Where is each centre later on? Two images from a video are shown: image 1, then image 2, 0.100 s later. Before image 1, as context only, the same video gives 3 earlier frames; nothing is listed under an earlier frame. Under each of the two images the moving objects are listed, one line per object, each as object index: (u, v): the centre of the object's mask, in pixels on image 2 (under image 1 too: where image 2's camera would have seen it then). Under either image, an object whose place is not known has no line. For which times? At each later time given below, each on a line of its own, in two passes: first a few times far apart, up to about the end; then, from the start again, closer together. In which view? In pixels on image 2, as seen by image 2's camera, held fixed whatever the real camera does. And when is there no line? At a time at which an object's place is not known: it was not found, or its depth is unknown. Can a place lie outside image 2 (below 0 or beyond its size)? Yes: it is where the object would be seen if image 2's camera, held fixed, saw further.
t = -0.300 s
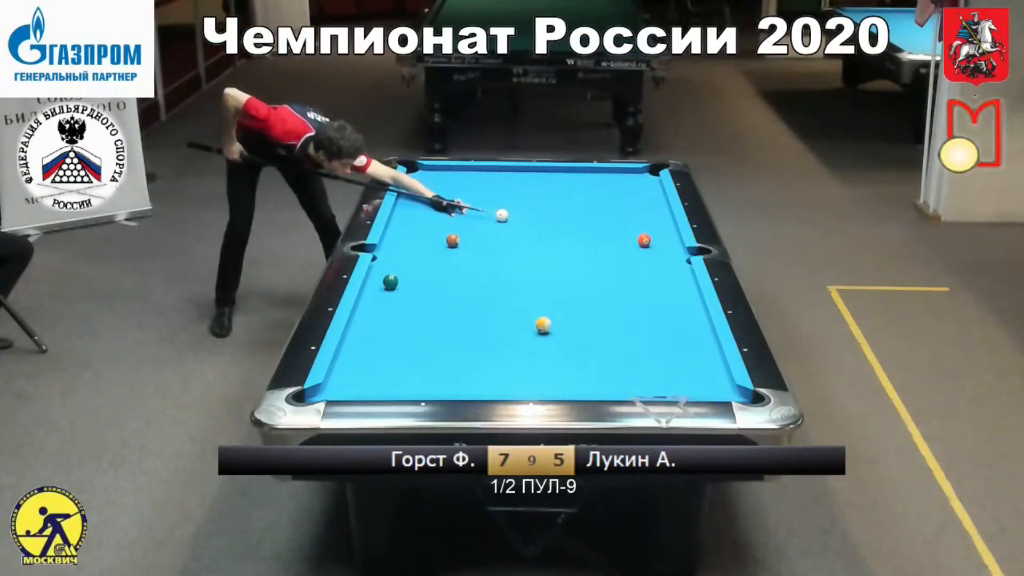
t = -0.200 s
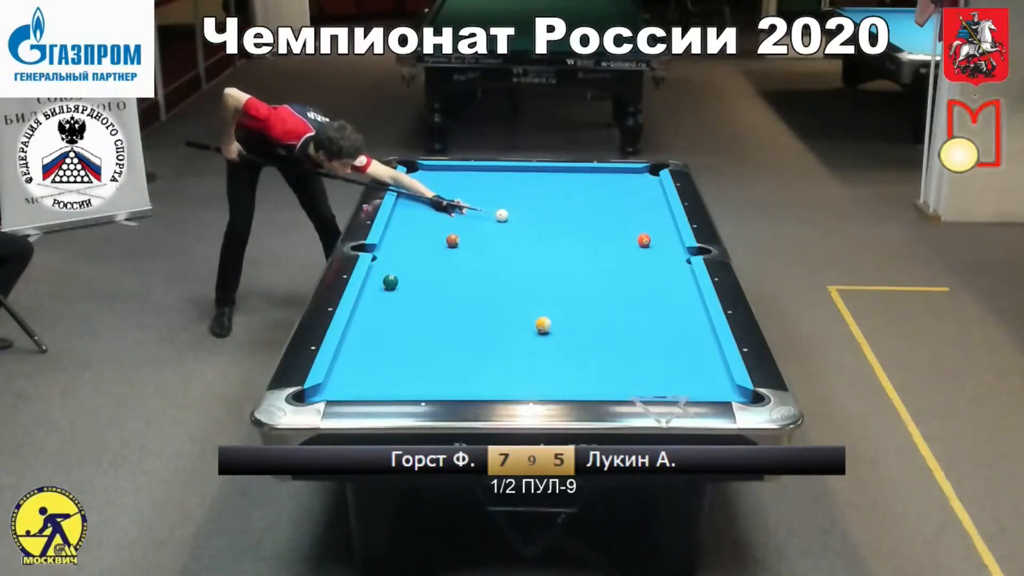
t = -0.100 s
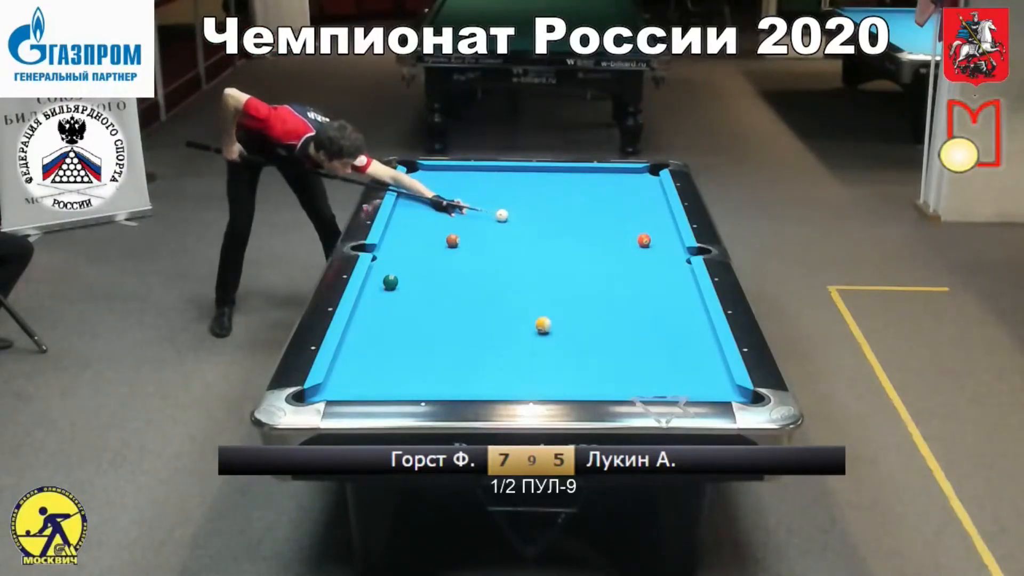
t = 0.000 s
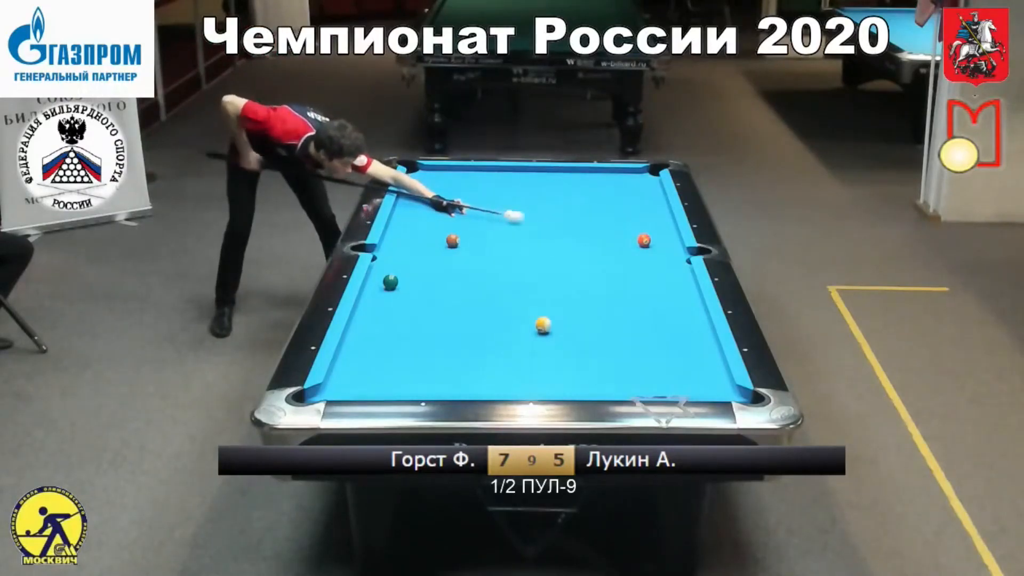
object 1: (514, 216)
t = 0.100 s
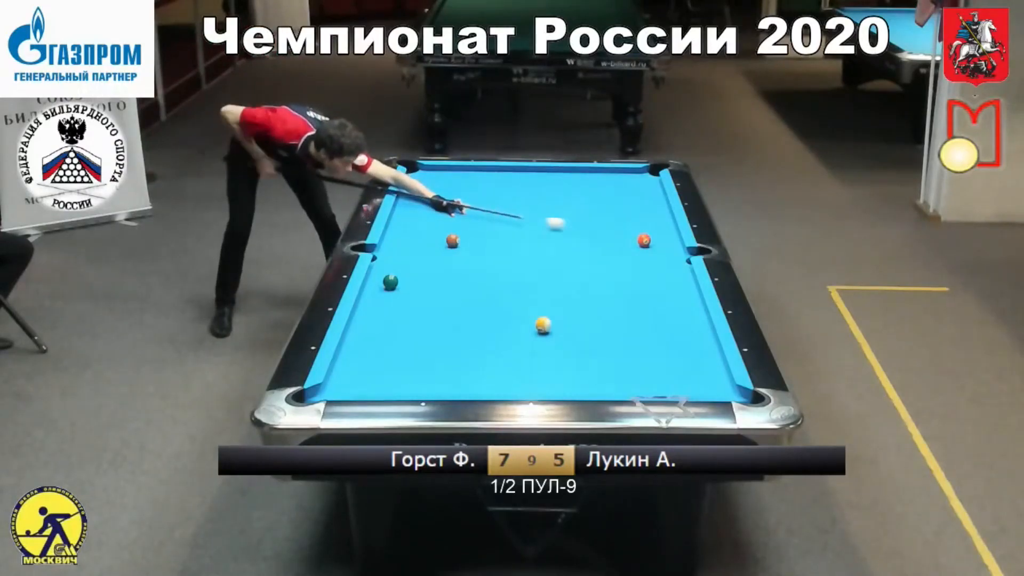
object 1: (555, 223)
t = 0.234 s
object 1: (606, 231)
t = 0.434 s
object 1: (652, 233)
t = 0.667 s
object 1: (662, 232)
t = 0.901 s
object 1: (639, 232)
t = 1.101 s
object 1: (620, 231)
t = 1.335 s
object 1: (599, 231)
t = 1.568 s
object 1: (579, 230)
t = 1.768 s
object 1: (563, 230)
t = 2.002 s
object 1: (544, 229)
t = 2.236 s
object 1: (527, 229)
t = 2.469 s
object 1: (511, 229)
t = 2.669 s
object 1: (498, 229)
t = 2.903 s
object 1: (483, 228)
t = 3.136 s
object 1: (470, 228)
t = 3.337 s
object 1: (459, 228)
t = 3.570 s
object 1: (447, 228)
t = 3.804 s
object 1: (436, 228)
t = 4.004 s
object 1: (428, 228)
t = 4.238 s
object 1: (419, 228)
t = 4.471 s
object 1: (410, 228)
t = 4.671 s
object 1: (405, 228)
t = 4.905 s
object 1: (399, 229)
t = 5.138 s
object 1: (394, 229)
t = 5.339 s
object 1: (391, 228)
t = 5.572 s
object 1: (391, 228)
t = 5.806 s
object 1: (392, 228)
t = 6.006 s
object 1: (392, 228)
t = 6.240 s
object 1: (392, 228)
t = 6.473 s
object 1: (392, 228)
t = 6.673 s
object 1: (392, 228)
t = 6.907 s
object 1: (392, 228)
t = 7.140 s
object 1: (392, 228)
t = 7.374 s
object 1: (392, 228)
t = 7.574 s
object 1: (392, 228)
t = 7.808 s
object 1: (392, 228)
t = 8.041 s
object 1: (392, 228)
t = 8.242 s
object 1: (392, 228)
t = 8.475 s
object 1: (392, 228)
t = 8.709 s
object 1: (392, 228)
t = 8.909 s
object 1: (392, 228)
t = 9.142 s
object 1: (392, 228)
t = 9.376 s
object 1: (391, 226)
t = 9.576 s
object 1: (392, 228)
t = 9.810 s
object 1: (392, 228)
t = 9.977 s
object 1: (392, 228)
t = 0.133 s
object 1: (568, 225)
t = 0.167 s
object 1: (580, 227)
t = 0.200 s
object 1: (594, 229)
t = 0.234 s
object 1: (606, 231)
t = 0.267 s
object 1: (619, 233)
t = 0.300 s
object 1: (631, 235)
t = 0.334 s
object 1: (638, 235)
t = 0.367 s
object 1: (642, 235)
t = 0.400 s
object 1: (647, 234)
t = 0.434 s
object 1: (652, 233)
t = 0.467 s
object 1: (657, 233)
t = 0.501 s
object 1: (663, 233)
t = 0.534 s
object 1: (669, 233)
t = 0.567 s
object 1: (672, 233)
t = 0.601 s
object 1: (669, 233)
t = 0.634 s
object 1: (665, 232)
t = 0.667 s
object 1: (662, 232)
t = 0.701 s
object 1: (658, 232)
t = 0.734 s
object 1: (655, 232)
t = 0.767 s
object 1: (651, 232)
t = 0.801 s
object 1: (648, 232)
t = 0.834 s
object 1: (645, 232)
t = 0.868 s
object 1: (642, 232)
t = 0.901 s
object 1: (639, 232)
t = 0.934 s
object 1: (636, 232)
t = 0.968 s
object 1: (633, 231)
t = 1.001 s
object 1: (629, 231)
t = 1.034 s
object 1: (626, 231)
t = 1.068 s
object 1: (623, 231)
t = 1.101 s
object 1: (620, 231)
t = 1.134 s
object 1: (617, 231)
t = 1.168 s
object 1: (614, 231)
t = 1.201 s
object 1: (611, 231)
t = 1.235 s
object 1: (608, 231)
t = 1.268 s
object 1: (605, 231)
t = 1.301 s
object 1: (602, 231)
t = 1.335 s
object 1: (599, 231)
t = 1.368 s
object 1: (596, 231)
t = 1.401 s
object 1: (593, 231)
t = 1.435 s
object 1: (590, 230)
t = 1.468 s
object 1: (587, 230)
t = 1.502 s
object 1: (584, 231)
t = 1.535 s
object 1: (581, 230)
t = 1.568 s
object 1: (579, 230)
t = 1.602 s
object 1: (576, 230)
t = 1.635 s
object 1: (573, 230)
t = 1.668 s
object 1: (571, 230)
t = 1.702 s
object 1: (568, 230)
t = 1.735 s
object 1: (565, 230)
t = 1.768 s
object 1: (563, 230)
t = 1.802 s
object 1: (560, 230)
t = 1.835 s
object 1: (557, 230)
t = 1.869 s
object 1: (555, 230)
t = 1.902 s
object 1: (552, 230)
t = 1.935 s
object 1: (549, 230)
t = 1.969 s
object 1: (547, 229)
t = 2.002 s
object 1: (544, 229)
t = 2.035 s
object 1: (542, 229)
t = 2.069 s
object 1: (539, 229)
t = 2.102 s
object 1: (537, 229)
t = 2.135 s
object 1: (534, 229)
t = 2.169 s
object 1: (532, 229)
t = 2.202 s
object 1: (530, 229)
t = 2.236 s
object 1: (527, 229)
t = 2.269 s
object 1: (525, 229)
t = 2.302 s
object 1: (522, 229)
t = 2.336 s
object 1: (520, 229)
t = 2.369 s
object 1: (518, 229)
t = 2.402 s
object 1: (515, 229)
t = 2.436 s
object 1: (513, 229)
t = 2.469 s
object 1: (511, 229)
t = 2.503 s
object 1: (509, 229)
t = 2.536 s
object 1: (506, 229)
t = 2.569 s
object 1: (504, 229)
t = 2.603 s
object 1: (502, 229)
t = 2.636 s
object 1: (500, 229)
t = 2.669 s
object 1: (498, 229)
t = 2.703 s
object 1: (496, 228)
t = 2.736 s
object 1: (494, 229)
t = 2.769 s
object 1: (491, 229)
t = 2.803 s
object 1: (489, 229)
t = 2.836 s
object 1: (488, 229)
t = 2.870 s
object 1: (485, 228)
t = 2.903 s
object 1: (483, 228)
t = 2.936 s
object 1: (481, 228)
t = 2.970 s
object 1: (479, 228)
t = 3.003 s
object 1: (477, 229)
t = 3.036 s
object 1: (476, 228)
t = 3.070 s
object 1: (474, 228)
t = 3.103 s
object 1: (472, 228)
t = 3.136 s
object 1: (470, 228)
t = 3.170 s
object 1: (468, 228)
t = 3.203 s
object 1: (466, 228)
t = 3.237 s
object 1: (464, 228)
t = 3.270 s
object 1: (463, 228)
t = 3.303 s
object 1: (461, 228)
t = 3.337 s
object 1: (459, 228)
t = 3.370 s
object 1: (458, 228)
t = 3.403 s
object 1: (456, 228)
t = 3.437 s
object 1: (454, 227)
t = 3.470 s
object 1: (452, 228)
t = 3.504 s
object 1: (450, 227)
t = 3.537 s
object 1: (449, 228)
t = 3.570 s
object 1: (447, 228)
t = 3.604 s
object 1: (446, 228)
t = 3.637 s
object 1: (444, 228)
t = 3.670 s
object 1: (443, 228)
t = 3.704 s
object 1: (441, 228)
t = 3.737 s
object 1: (440, 228)
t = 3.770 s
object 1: (438, 228)
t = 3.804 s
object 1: (436, 228)
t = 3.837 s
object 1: (435, 228)
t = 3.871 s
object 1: (434, 228)
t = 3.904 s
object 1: (432, 228)
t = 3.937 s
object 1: (431, 228)
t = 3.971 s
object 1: (430, 228)
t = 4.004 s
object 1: (428, 228)
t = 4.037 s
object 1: (427, 228)
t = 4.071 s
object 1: (425, 228)
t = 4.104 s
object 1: (424, 228)
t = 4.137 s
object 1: (423, 228)
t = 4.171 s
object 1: (422, 228)
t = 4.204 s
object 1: (420, 228)
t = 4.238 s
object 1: (419, 228)
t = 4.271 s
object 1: (418, 228)
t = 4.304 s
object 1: (417, 228)
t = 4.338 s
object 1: (416, 228)
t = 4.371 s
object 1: (414, 228)
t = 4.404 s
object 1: (413, 229)
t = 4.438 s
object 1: (412, 228)
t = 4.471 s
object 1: (410, 228)
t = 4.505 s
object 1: (409, 228)
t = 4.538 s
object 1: (408, 228)
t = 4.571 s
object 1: (408, 228)
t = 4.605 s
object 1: (407, 228)
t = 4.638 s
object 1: (405, 228)
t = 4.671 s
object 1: (405, 228)
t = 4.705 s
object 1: (404, 228)
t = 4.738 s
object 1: (403, 228)
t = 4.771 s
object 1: (402, 228)
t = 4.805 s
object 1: (401, 228)
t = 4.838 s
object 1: (401, 228)
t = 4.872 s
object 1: (400, 228)
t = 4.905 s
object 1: (399, 229)
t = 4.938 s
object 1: (398, 229)
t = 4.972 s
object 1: (398, 228)
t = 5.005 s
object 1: (397, 228)
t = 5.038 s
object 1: (396, 228)
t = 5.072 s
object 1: (396, 228)
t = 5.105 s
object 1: (395, 228)
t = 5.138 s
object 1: (394, 229)
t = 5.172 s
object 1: (394, 228)
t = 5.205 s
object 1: (393, 228)
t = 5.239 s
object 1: (393, 228)
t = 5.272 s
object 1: (392, 228)
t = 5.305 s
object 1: (391, 228)
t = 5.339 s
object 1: (391, 228)
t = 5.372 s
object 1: (390, 228)
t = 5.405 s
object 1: (391, 228)
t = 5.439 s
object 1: (391, 228)
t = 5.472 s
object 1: (391, 229)
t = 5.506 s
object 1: (391, 228)
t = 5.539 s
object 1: (391, 228)
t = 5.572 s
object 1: (391, 228)
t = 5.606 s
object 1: (391, 228)
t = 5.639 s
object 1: (392, 228)
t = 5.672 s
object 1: (392, 228)
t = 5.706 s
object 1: (392, 228)
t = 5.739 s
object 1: (392, 228)
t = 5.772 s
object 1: (392, 228)
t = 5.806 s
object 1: (392, 228)
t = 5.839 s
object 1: (392, 228)
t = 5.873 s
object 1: (392, 228)
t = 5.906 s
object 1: (392, 228)
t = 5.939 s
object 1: (392, 228)
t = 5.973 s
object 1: (392, 228)
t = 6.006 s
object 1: (392, 228)
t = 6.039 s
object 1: (392, 228)
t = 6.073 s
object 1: (392, 228)
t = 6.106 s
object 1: (392, 228)
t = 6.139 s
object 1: (392, 228)
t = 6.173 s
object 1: (392, 228)
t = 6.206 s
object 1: (392, 228)
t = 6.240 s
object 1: (392, 228)
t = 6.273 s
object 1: (392, 228)
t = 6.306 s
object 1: (392, 228)
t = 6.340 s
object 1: (392, 228)
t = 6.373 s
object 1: (392, 228)
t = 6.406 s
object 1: (392, 228)
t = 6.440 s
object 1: (392, 228)
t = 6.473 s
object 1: (392, 228)
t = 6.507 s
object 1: (392, 228)
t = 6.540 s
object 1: (392, 228)
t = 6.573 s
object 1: (392, 228)
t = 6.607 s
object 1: (392, 228)
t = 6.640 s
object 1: (392, 228)
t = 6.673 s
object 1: (392, 228)
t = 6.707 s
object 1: (392, 228)
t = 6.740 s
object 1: (392, 228)
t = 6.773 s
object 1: (392, 228)
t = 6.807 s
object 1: (392, 228)
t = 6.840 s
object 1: (392, 228)
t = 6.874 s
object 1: (392, 228)
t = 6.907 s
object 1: (392, 228)
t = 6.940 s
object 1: (392, 228)
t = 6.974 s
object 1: (392, 228)
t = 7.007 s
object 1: (392, 228)
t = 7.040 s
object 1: (392, 228)
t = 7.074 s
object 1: (392, 228)
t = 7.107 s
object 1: (392, 228)
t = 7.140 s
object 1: (392, 228)
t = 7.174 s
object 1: (392, 228)
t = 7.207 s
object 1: (392, 228)
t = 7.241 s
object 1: (392, 228)
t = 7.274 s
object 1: (392, 228)
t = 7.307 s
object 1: (392, 228)
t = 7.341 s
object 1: (392, 228)
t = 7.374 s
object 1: (392, 228)
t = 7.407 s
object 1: (392, 228)
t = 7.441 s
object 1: (392, 228)
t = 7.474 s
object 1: (392, 228)
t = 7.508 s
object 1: (392, 228)
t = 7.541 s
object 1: (392, 228)
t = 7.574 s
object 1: (392, 228)
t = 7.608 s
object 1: (392, 228)
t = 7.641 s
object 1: (392, 228)
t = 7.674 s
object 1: (392, 228)
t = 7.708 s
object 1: (392, 228)
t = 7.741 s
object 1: (392, 228)
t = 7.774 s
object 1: (392, 228)
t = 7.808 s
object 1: (392, 228)
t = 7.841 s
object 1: (392, 228)
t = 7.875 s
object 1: (392, 228)
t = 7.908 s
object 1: (392, 228)
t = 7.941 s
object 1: (392, 228)
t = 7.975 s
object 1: (392, 228)
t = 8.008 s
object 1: (392, 228)
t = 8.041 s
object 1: (392, 228)
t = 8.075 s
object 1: (392, 228)
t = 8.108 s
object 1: (392, 228)
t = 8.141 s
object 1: (392, 228)
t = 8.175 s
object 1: (392, 228)
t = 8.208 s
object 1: (392, 228)
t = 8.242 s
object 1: (392, 228)
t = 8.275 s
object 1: (392, 228)
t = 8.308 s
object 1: (392, 228)
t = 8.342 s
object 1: (392, 228)
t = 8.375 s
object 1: (392, 228)
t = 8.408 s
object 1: (392, 228)
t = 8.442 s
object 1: (392, 228)
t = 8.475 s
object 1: (392, 228)
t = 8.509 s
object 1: (392, 228)
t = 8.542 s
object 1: (392, 228)
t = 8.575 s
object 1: (392, 228)
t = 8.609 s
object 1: (392, 228)
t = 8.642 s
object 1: (391, 227)
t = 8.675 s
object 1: (391, 227)
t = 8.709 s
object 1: (392, 228)
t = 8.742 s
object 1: (392, 228)
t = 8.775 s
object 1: (392, 229)
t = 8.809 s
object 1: (392, 228)
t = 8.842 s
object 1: (392, 228)
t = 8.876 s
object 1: (392, 228)
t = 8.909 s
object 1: (392, 228)
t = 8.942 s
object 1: (392, 229)
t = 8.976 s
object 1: (392, 228)
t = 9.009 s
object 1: (392, 228)
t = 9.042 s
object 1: (392, 228)
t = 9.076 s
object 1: (392, 228)
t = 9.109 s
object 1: (392, 229)
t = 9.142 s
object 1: (392, 228)
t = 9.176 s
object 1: (394, 226)
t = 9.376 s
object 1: (391, 226)
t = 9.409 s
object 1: (392, 228)
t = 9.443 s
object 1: (392, 228)
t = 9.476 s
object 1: (392, 228)
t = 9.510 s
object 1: (392, 228)
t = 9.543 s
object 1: (392, 228)
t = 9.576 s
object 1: (392, 228)
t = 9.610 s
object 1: (392, 228)
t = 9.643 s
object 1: (392, 228)
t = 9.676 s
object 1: (392, 228)
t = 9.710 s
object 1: (392, 228)
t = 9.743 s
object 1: (392, 228)
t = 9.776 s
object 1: (392, 228)
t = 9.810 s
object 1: (392, 228)
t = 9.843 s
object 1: (392, 228)
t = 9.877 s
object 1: (392, 228)
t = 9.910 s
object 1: (392, 228)
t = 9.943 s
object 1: (392, 228)
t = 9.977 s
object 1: (392, 228)
